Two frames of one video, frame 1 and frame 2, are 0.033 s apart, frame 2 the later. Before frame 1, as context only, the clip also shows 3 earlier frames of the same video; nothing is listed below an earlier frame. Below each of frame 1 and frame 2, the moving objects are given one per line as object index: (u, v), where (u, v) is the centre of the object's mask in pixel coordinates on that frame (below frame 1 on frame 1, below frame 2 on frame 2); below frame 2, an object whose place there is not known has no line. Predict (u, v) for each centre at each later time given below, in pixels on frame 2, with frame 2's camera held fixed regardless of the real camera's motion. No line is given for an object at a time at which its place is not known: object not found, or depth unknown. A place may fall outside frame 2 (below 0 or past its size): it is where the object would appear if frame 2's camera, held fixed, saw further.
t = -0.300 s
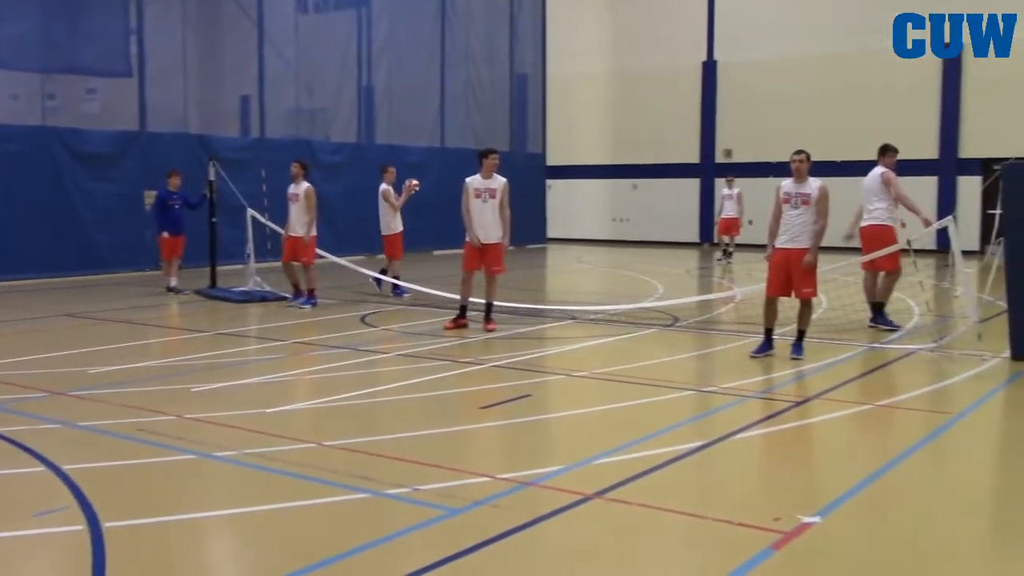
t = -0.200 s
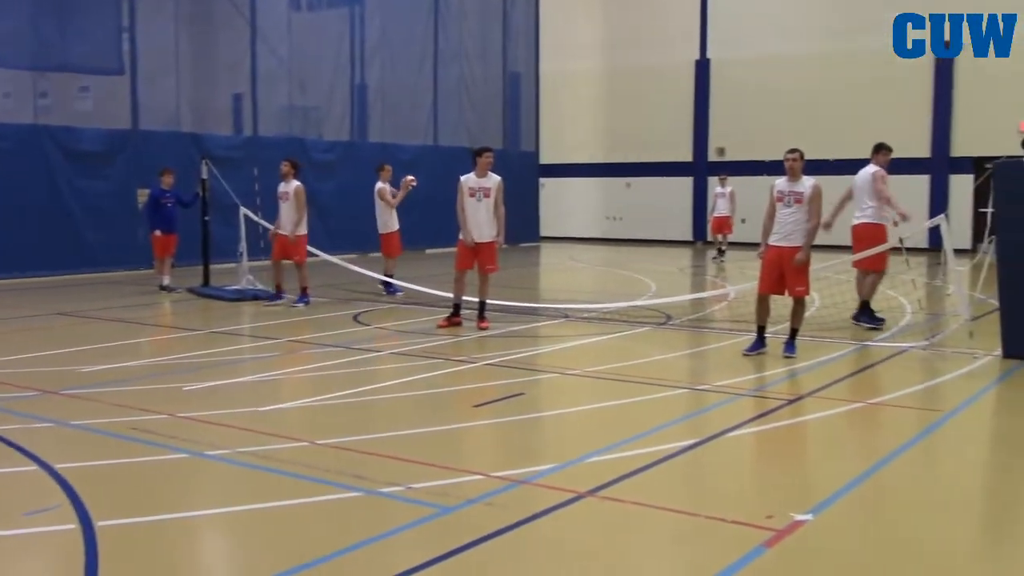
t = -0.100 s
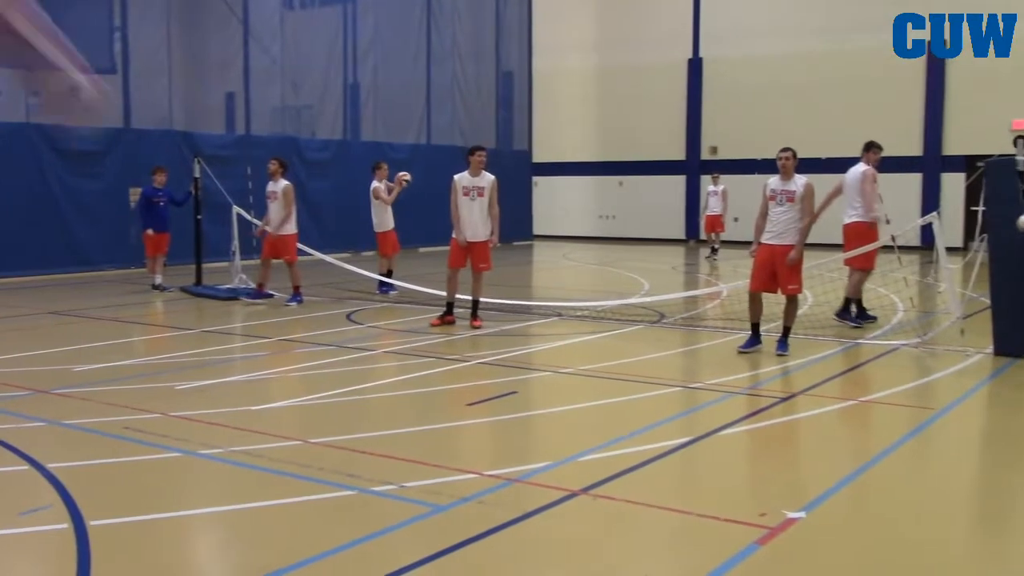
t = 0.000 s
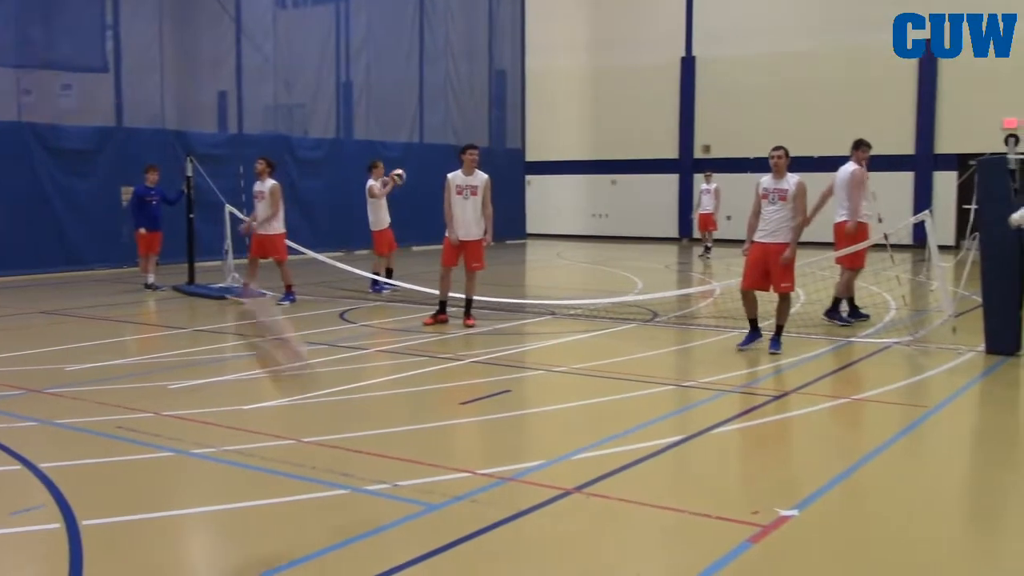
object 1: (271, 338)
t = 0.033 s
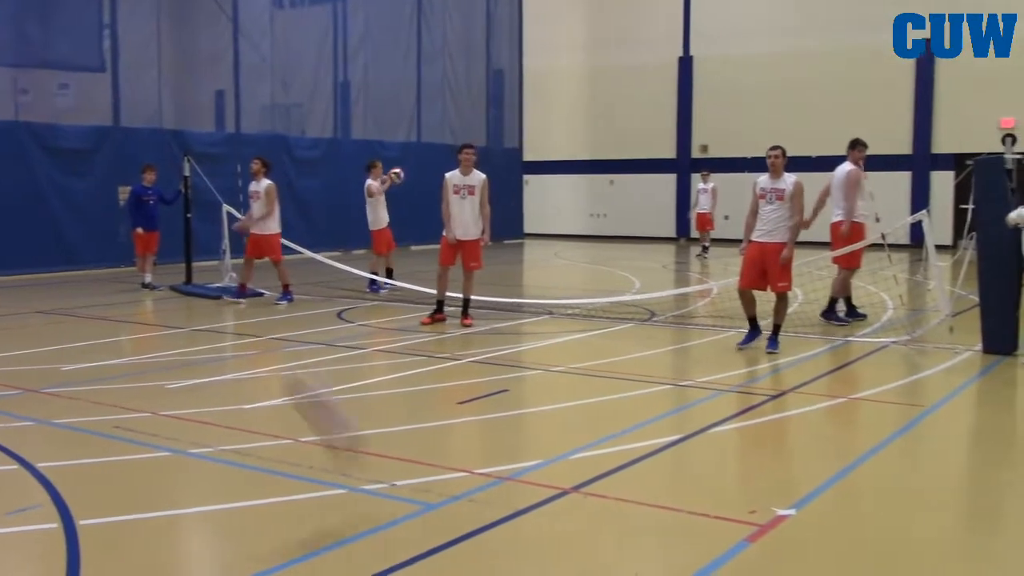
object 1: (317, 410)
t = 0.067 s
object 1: (373, 477)
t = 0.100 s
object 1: (408, 448)
